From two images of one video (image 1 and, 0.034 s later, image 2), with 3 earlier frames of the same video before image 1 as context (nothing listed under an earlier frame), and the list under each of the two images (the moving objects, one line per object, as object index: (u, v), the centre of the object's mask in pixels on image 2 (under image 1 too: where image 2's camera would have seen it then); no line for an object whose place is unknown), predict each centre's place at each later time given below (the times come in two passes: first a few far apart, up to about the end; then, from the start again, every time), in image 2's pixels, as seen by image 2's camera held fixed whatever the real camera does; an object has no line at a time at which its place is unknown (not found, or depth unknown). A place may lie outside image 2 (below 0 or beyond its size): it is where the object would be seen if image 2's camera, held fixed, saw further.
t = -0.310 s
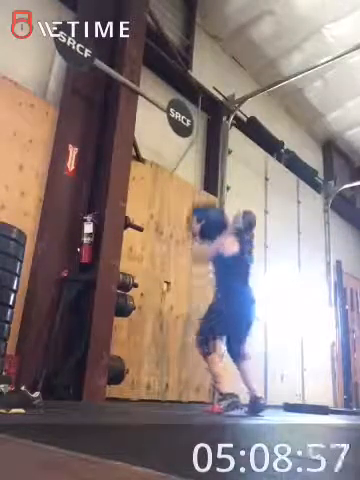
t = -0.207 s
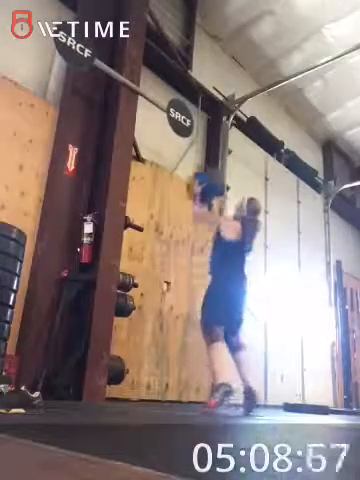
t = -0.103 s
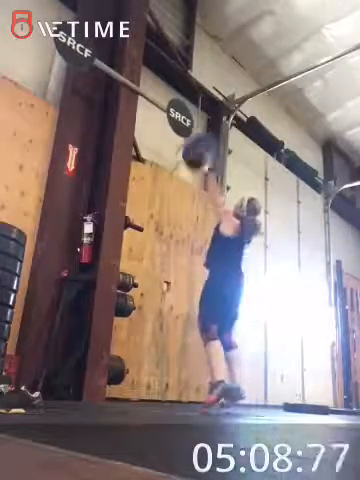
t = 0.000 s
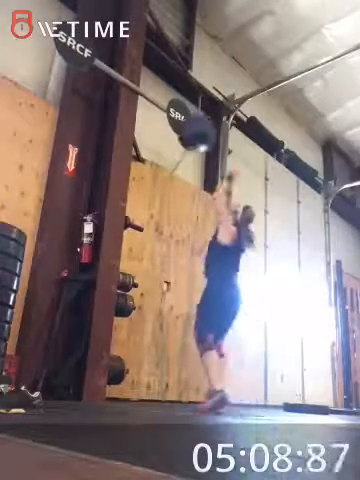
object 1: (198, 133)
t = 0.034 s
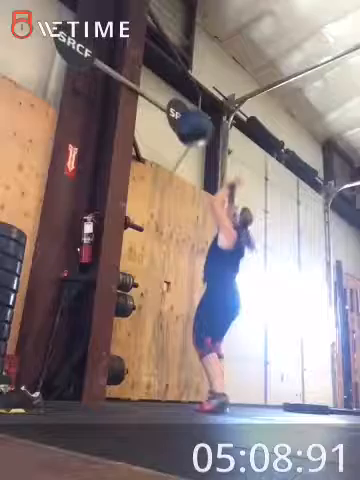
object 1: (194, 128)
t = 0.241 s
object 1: (188, 119)
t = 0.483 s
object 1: (203, 147)
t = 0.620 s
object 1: (206, 187)
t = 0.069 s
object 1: (193, 126)
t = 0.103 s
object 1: (187, 120)
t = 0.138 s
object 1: (186, 118)
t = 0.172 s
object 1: (187, 119)
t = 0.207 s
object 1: (188, 119)
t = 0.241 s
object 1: (188, 119)
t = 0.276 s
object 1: (189, 119)
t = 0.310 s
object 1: (190, 120)
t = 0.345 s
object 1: (191, 121)
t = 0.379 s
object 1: (191, 124)
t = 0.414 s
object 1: (192, 126)
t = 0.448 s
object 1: (194, 129)
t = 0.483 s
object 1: (203, 147)
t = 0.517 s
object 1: (203, 156)
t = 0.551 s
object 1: (204, 167)
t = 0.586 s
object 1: (207, 177)
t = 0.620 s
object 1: (206, 187)
